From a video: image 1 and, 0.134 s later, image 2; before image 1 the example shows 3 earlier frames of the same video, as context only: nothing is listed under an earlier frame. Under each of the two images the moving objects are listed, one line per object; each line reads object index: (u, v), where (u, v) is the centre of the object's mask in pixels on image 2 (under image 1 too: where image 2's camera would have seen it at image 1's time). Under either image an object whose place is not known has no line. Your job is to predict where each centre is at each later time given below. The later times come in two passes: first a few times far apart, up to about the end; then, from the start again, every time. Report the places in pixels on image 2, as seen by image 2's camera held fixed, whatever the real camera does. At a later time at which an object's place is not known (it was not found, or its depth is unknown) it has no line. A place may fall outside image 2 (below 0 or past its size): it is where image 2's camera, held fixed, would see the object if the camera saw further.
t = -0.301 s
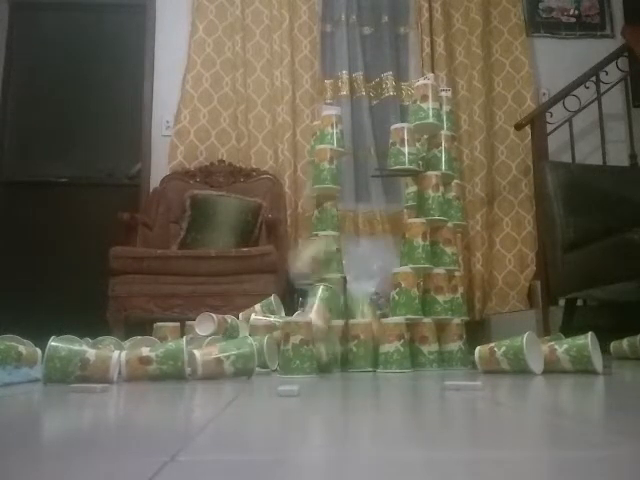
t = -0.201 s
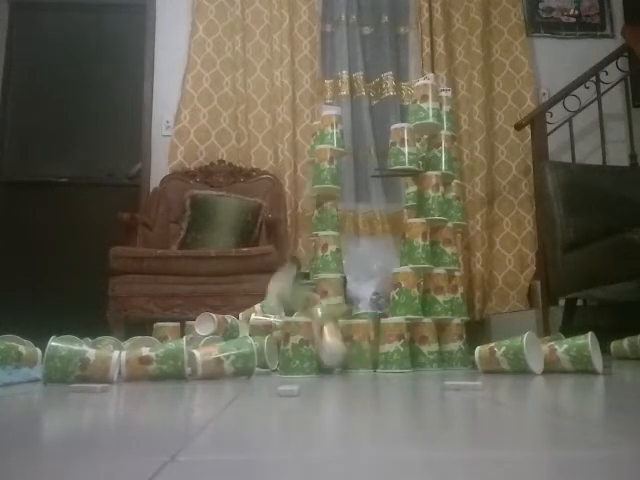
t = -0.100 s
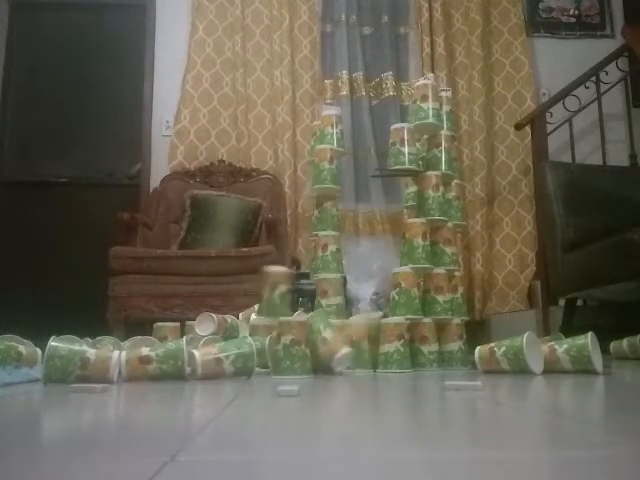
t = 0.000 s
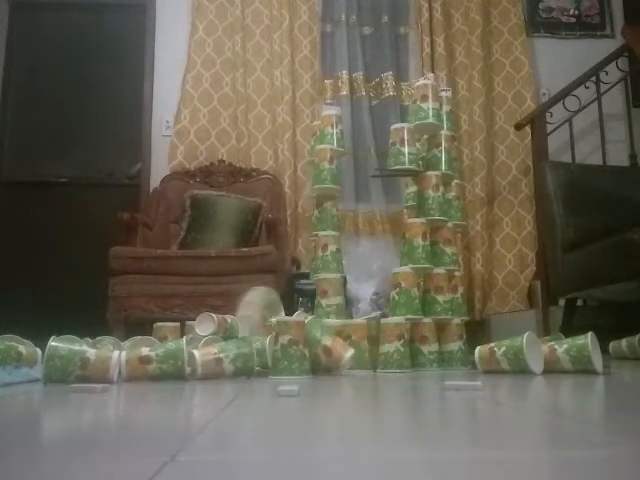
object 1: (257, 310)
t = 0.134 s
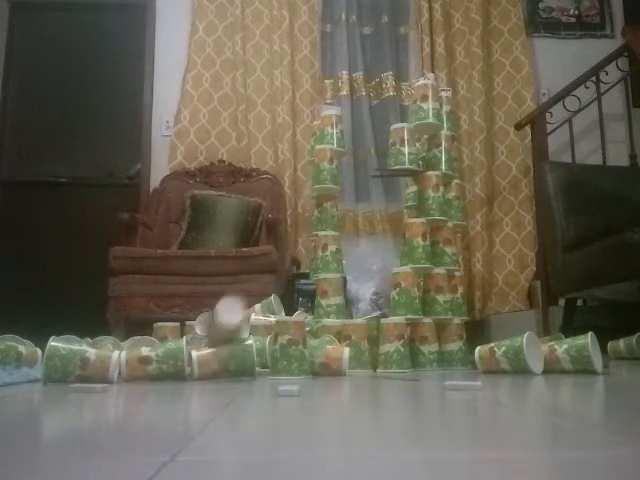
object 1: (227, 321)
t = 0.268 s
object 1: (201, 340)
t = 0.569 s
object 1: (170, 363)
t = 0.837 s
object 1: (203, 364)
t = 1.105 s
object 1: (235, 363)
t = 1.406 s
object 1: (259, 363)
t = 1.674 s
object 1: (273, 362)
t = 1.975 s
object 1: (290, 362)
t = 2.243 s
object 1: (306, 362)
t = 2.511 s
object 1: (330, 363)
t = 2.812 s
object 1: (351, 362)
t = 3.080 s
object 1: (364, 362)
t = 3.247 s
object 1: (368, 361)
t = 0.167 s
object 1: (215, 327)
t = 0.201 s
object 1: (207, 338)
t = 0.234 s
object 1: (204, 338)
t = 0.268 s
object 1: (201, 340)
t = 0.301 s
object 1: (196, 344)
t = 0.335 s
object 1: (190, 340)
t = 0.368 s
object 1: (183, 341)
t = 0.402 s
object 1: (174, 350)
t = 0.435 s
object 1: (170, 362)
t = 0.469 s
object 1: (170, 357)
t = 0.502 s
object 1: (171, 355)
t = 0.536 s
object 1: (170, 361)
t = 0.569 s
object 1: (170, 363)
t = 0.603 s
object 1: (174, 364)
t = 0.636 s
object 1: (179, 365)
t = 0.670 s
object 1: (183, 365)
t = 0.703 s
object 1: (184, 364)
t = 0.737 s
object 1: (187, 364)
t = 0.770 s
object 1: (191, 364)
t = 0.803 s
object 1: (196, 364)
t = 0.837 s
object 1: (203, 364)
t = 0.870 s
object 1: (207, 364)
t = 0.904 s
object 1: (211, 364)
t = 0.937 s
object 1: (215, 363)
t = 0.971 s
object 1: (220, 364)
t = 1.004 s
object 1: (225, 364)
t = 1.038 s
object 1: (228, 364)
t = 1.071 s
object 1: (233, 364)
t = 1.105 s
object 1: (235, 363)
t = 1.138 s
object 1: (240, 364)
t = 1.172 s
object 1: (243, 363)
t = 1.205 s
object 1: (246, 363)
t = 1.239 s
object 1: (247, 363)
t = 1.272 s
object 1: (249, 363)
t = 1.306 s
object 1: (253, 363)
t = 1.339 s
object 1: (255, 363)
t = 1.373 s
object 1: (257, 363)
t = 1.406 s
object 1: (259, 363)
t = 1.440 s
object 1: (260, 363)
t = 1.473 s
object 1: (262, 363)
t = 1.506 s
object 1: (264, 362)
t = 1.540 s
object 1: (266, 362)
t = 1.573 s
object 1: (268, 362)
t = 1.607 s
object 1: (270, 362)
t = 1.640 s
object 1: (271, 362)
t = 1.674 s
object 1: (273, 362)
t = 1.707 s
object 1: (275, 362)
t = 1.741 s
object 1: (277, 362)
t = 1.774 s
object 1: (278, 362)
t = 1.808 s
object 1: (280, 362)
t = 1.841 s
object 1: (282, 362)
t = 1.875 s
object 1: (284, 361)
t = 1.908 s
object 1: (286, 361)
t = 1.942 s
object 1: (288, 361)
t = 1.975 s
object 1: (290, 362)
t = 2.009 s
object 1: (292, 361)
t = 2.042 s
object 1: (294, 360)
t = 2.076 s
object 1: (296, 361)
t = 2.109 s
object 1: (299, 361)
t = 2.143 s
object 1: (301, 361)
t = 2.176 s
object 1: (302, 362)
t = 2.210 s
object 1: (304, 362)
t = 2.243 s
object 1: (306, 362)
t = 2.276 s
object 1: (309, 362)
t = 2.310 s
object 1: (311, 362)
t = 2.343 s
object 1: (314, 363)
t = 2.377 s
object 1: (317, 363)
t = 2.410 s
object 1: (320, 363)
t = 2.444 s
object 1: (321, 363)
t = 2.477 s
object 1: (326, 363)
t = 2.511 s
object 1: (330, 363)
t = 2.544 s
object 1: (332, 362)
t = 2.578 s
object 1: (334, 362)
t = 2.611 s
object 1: (340, 363)
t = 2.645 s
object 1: (342, 363)
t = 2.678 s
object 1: (344, 363)
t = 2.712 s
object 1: (346, 363)
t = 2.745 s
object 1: (348, 362)
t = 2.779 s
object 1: (349, 362)
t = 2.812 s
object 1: (351, 362)
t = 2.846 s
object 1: (353, 362)
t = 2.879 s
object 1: (356, 362)
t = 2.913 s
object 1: (357, 362)
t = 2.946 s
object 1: (359, 362)
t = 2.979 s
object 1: (361, 362)
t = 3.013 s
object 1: (362, 362)
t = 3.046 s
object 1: (363, 361)
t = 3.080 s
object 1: (364, 362)
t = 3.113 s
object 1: (365, 362)
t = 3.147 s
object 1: (366, 361)
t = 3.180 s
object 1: (367, 361)
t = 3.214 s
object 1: (368, 361)
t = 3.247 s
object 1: (368, 361)
